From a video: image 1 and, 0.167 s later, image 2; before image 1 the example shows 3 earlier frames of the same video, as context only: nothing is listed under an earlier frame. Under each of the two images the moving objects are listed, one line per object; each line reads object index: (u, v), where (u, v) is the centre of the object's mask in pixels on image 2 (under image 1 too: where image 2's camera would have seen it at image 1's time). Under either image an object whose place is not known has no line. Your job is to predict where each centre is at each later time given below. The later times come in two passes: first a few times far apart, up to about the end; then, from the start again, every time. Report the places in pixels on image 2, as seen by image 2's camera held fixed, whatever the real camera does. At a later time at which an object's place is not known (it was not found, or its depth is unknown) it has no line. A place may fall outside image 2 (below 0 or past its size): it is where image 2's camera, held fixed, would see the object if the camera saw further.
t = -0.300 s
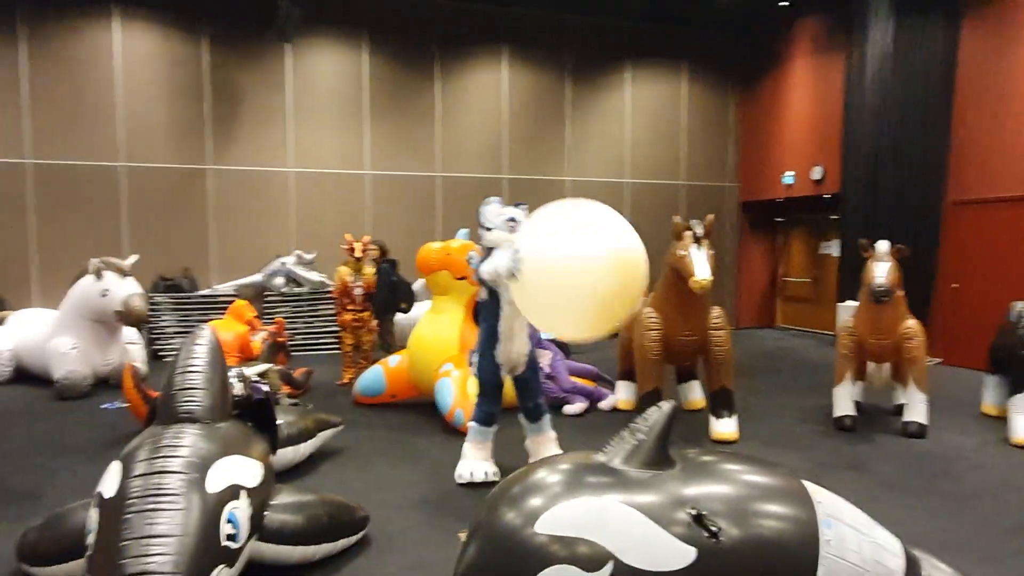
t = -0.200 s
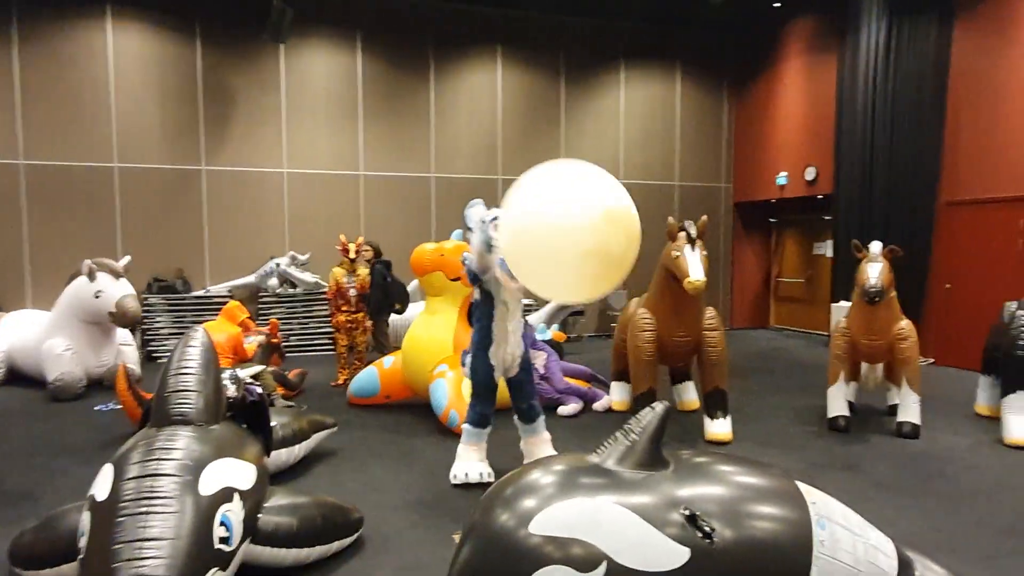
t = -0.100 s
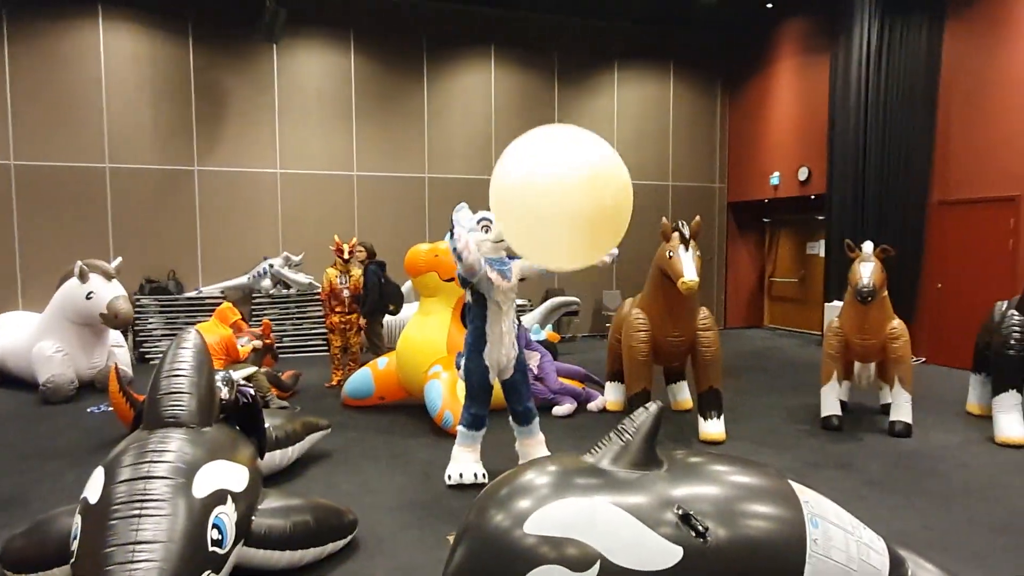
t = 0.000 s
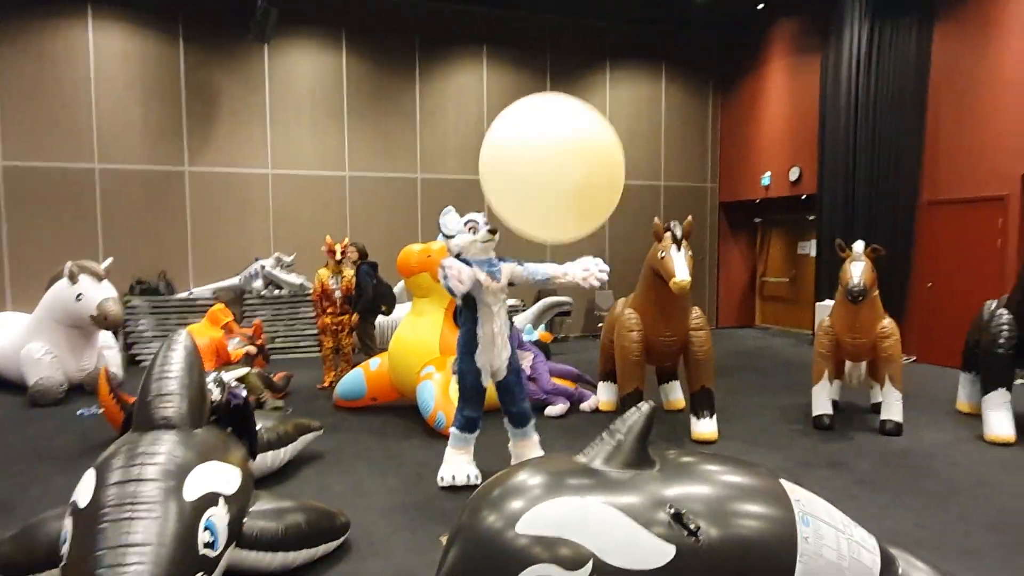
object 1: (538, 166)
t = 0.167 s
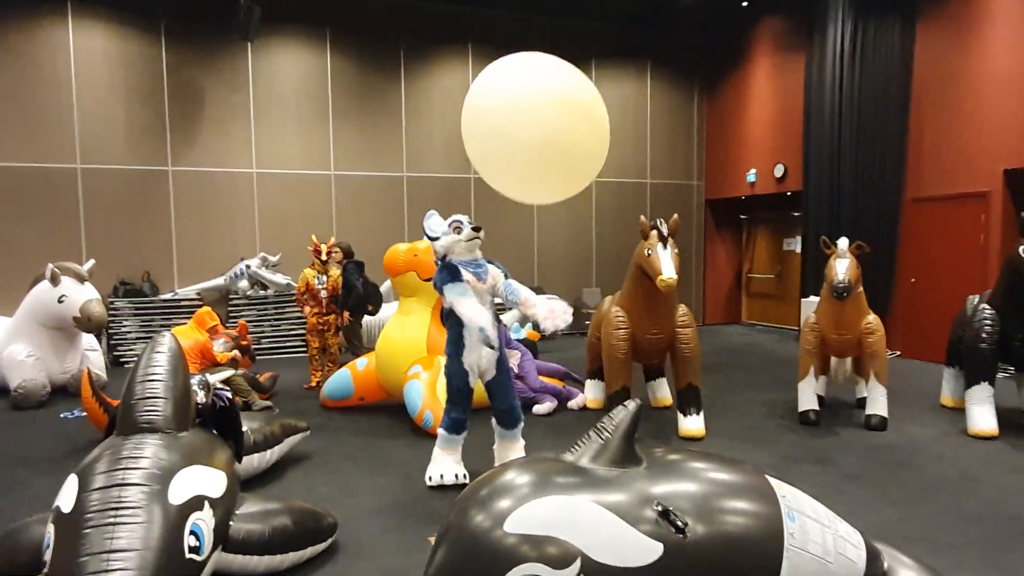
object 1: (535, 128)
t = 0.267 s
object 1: (534, 112)
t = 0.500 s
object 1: (532, 97)
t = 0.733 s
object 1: (534, 114)
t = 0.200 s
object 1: (535, 122)
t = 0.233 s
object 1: (534, 117)
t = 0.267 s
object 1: (534, 112)
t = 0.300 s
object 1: (534, 108)
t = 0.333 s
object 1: (533, 104)
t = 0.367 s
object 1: (533, 102)
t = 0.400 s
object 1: (532, 100)
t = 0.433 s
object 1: (532, 98)
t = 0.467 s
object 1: (532, 97)
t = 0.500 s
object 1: (532, 97)
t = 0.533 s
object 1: (532, 97)
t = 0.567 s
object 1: (532, 98)
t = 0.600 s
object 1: (532, 100)
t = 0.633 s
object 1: (532, 102)
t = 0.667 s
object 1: (532, 106)
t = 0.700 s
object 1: (533, 110)
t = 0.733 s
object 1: (534, 114)
